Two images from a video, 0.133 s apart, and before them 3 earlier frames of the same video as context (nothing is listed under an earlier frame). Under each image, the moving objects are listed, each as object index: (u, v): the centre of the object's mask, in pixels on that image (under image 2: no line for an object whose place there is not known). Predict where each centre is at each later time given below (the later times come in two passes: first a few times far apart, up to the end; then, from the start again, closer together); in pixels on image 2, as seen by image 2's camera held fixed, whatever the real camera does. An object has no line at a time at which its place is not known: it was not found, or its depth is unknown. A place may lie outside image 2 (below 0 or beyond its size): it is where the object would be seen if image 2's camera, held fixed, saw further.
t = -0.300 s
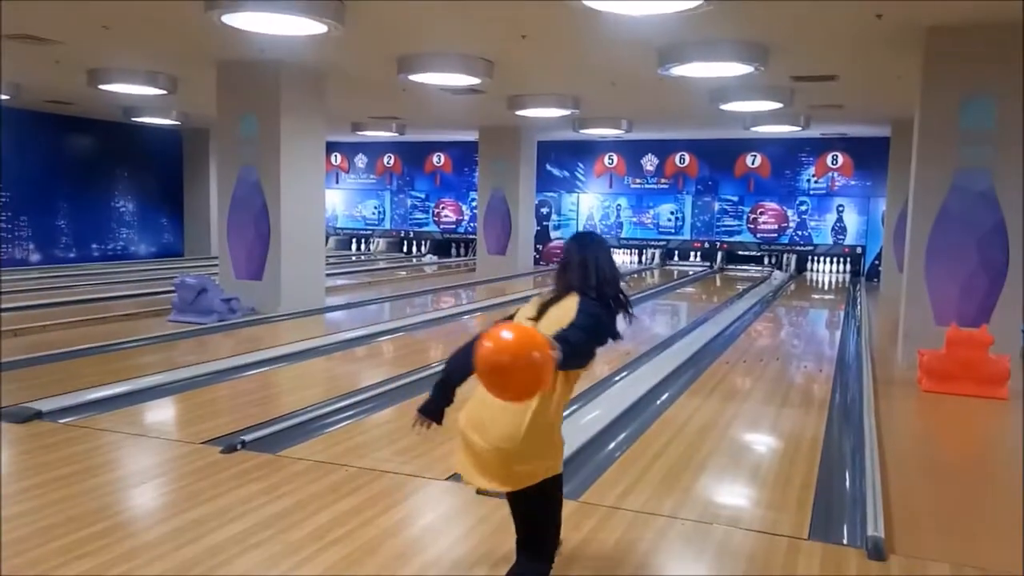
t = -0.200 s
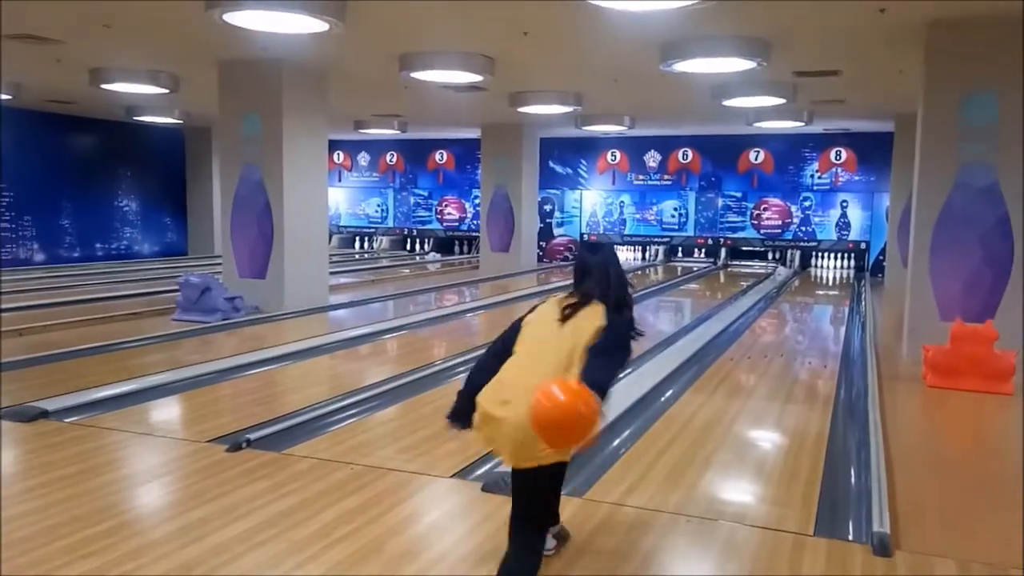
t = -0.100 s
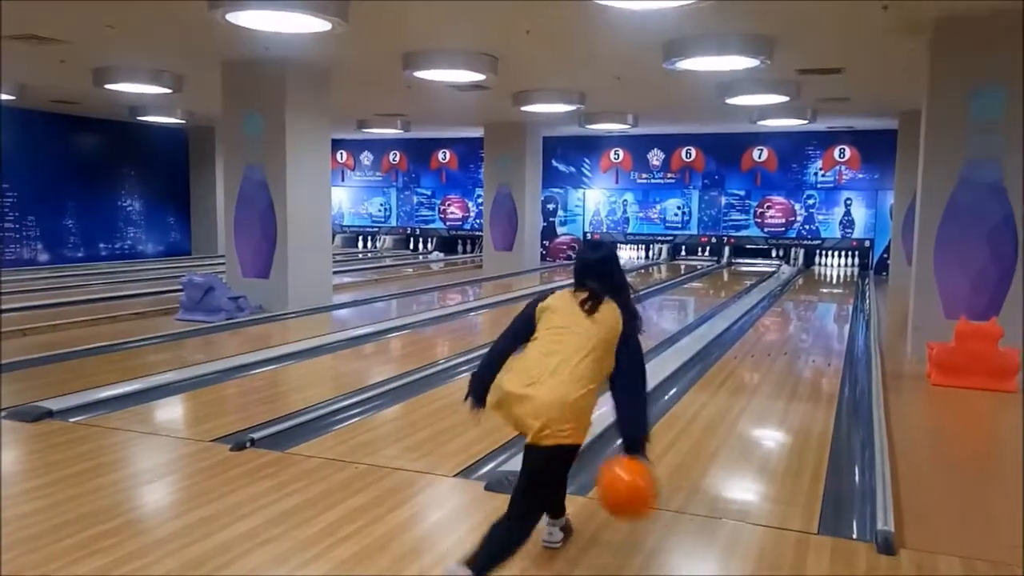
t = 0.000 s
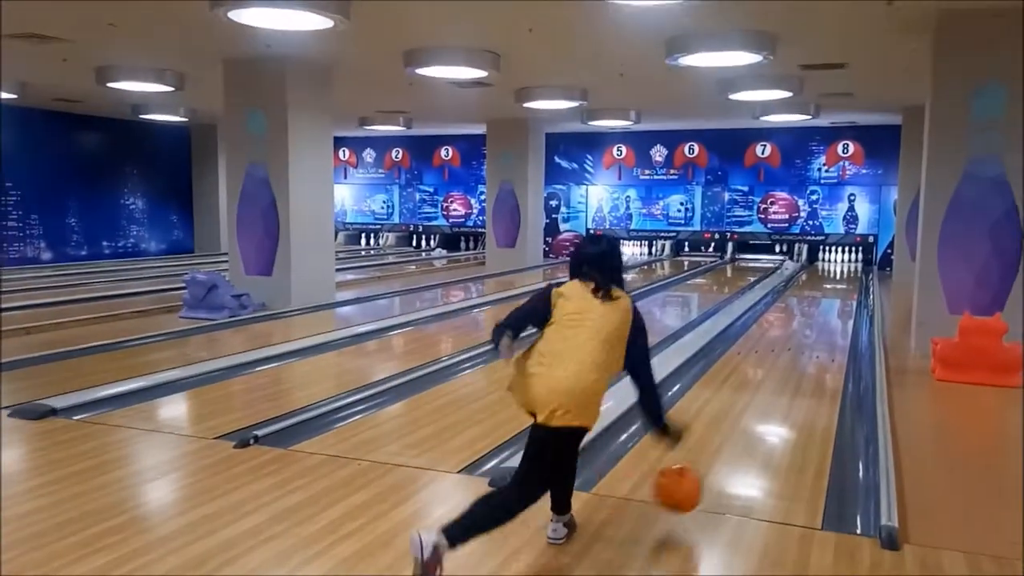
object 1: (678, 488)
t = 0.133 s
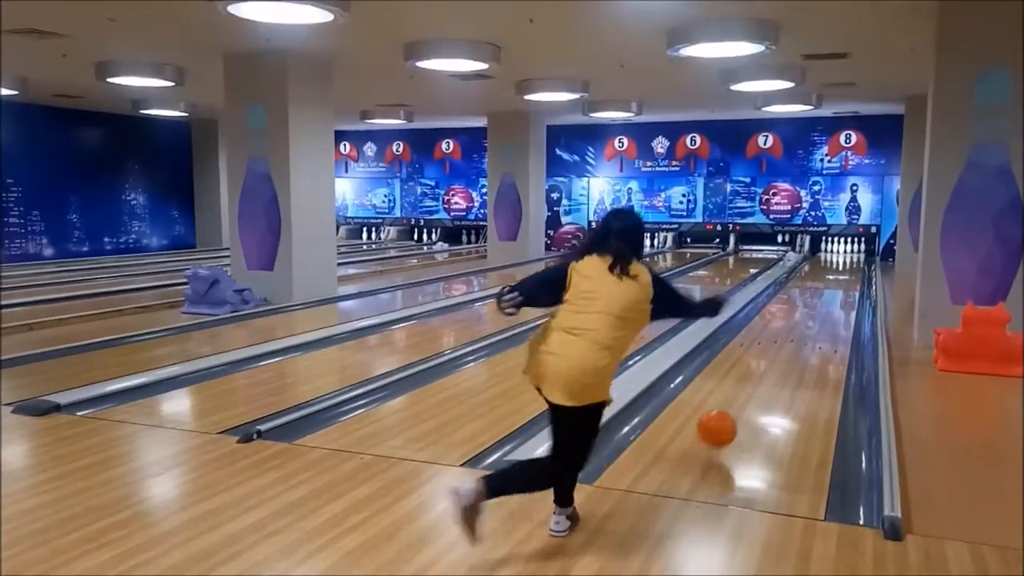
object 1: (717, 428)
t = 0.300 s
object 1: (746, 390)
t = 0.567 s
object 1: (774, 344)
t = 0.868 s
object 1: (794, 313)
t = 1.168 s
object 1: (805, 295)
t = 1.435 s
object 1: (813, 282)
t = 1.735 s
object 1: (819, 273)
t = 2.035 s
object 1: (824, 265)
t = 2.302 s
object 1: (827, 259)
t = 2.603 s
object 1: (830, 254)
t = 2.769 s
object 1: (833, 252)
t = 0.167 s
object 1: (724, 418)
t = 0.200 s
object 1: (730, 411)
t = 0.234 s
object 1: (735, 406)
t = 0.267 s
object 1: (740, 398)
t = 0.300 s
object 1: (746, 390)
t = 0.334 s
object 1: (749, 385)
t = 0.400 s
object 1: (761, 370)
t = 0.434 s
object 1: (762, 364)
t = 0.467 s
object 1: (765, 358)
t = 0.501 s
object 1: (768, 354)
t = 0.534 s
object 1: (771, 349)
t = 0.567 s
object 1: (774, 344)
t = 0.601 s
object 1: (777, 340)
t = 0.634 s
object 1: (780, 337)
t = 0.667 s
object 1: (782, 333)
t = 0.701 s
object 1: (784, 329)
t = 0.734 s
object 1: (787, 326)
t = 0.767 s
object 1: (789, 323)
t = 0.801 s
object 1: (791, 320)
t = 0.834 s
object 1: (793, 317)
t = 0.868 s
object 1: (794, 313)
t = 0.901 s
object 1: (795, 311)
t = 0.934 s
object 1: (796, 309)
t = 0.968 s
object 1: (798, 307)
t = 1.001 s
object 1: (799, 305)
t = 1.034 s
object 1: (801, 302)
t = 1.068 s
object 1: (802, 300)
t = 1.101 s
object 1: (803, 298)
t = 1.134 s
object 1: (804, 296)
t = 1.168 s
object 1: (805, 295)
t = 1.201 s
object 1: (806, 292)
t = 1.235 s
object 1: (807, 291)
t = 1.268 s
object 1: (808, 290)
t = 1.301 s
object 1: (809, 289)
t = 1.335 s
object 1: (811, 286)
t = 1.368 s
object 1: (812, 285)
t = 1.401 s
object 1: (812, 284)
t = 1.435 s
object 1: (813, 282)
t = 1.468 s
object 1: (813, 281)
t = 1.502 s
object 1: (814, 280)
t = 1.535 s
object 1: (815, 278)
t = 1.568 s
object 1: (816, 277)
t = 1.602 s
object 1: (816, 276)
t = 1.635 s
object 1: (816, 275)
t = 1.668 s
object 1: (817, 275)
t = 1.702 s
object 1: (819, 274)
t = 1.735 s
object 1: (819, 273)
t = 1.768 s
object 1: (820, 272)
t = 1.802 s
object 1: (821, 271)
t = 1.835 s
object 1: (822, 269)
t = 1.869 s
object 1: (822, 268)
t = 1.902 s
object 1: (822, 267)
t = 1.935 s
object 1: (823, 267)
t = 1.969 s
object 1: (823, 266)
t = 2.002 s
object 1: (825, 265)
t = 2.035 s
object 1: (824, 265)
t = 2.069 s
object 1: (824, 265)
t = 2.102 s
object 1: (825, 263)
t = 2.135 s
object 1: (824, 263)
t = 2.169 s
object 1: (825, 262)
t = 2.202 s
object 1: (825, 261)
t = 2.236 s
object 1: (826, 260)
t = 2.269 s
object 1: (827, 260)
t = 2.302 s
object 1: (827, 259)
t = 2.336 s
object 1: (828, 260)
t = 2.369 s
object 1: (828, 259)
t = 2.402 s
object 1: (829, 257)
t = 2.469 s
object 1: (830, 256)
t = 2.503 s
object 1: (830, 255)
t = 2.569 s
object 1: (830, 254)
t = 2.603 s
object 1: (830, 254)
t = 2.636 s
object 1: (830, 254)
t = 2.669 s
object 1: (832, 254)
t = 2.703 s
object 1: (832, 253)
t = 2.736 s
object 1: (833, 251)
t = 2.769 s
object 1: (833, 252)
